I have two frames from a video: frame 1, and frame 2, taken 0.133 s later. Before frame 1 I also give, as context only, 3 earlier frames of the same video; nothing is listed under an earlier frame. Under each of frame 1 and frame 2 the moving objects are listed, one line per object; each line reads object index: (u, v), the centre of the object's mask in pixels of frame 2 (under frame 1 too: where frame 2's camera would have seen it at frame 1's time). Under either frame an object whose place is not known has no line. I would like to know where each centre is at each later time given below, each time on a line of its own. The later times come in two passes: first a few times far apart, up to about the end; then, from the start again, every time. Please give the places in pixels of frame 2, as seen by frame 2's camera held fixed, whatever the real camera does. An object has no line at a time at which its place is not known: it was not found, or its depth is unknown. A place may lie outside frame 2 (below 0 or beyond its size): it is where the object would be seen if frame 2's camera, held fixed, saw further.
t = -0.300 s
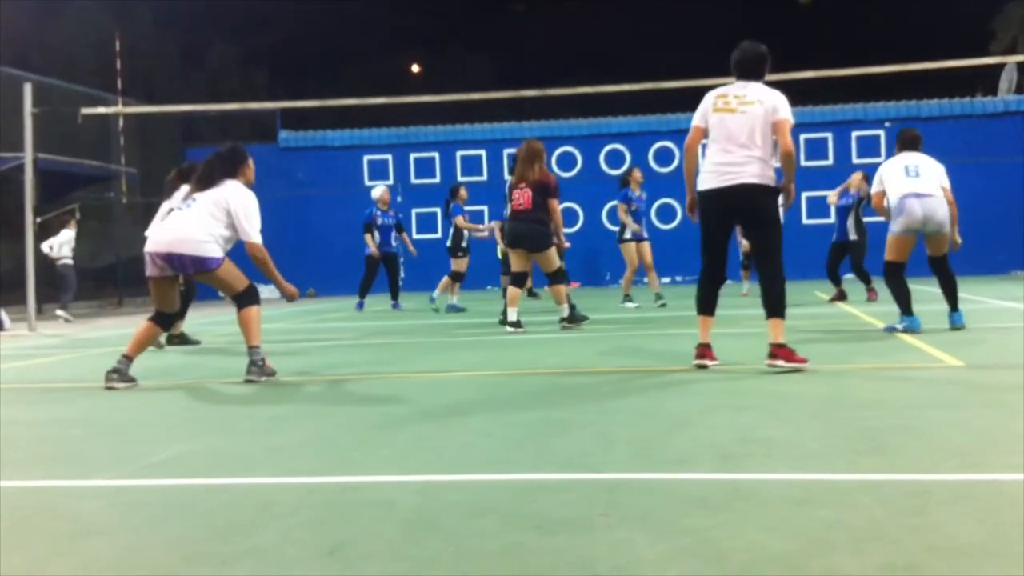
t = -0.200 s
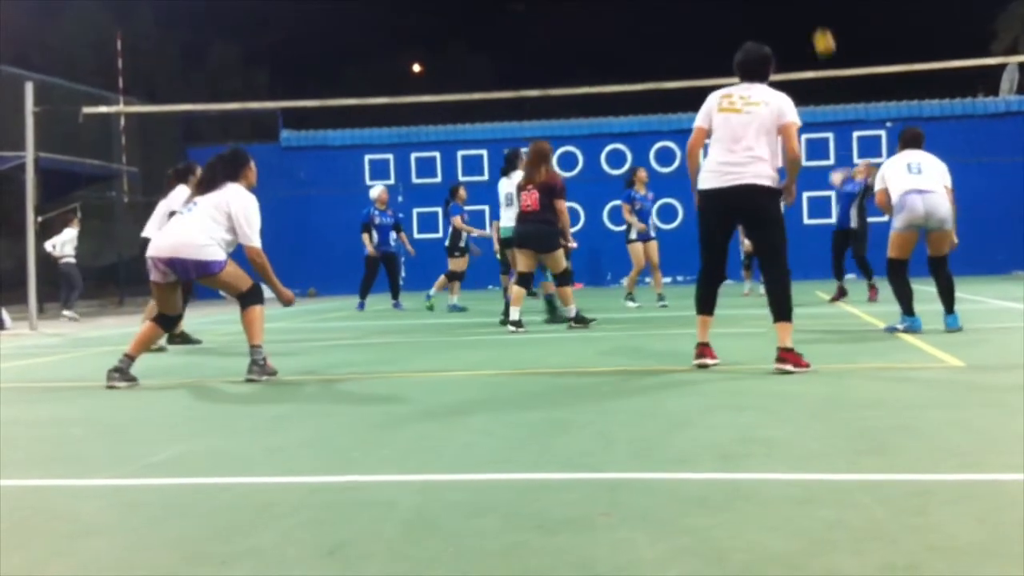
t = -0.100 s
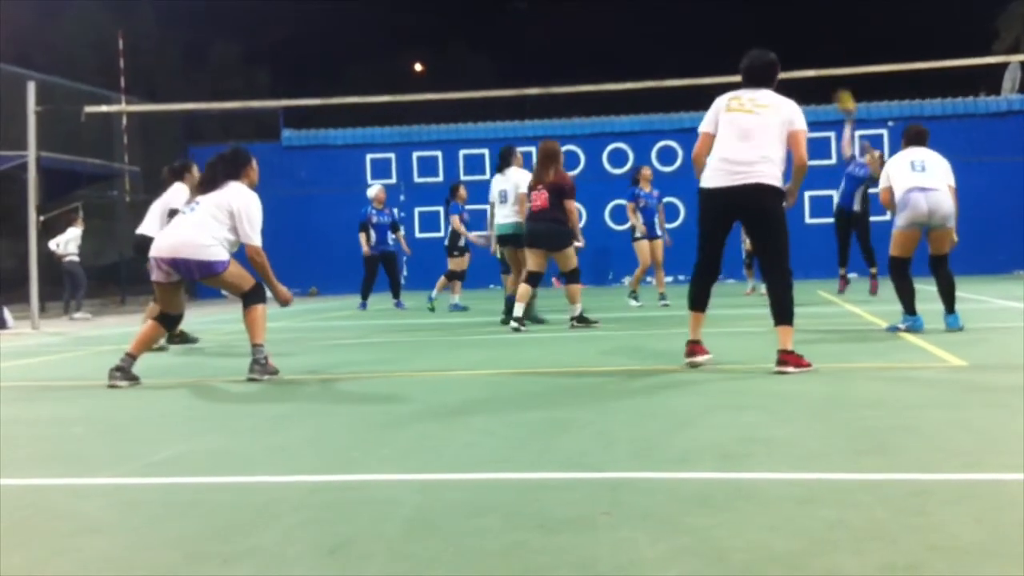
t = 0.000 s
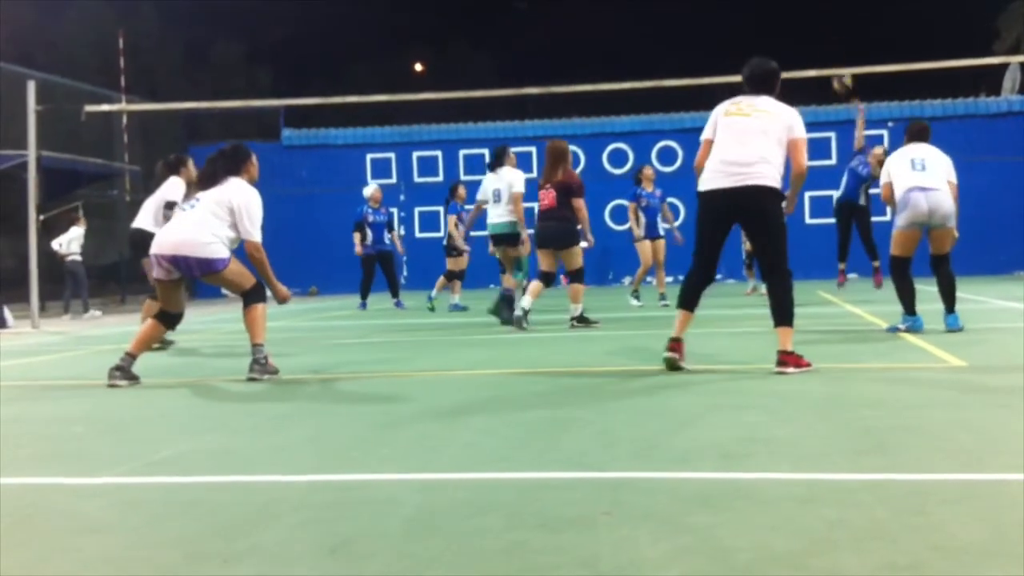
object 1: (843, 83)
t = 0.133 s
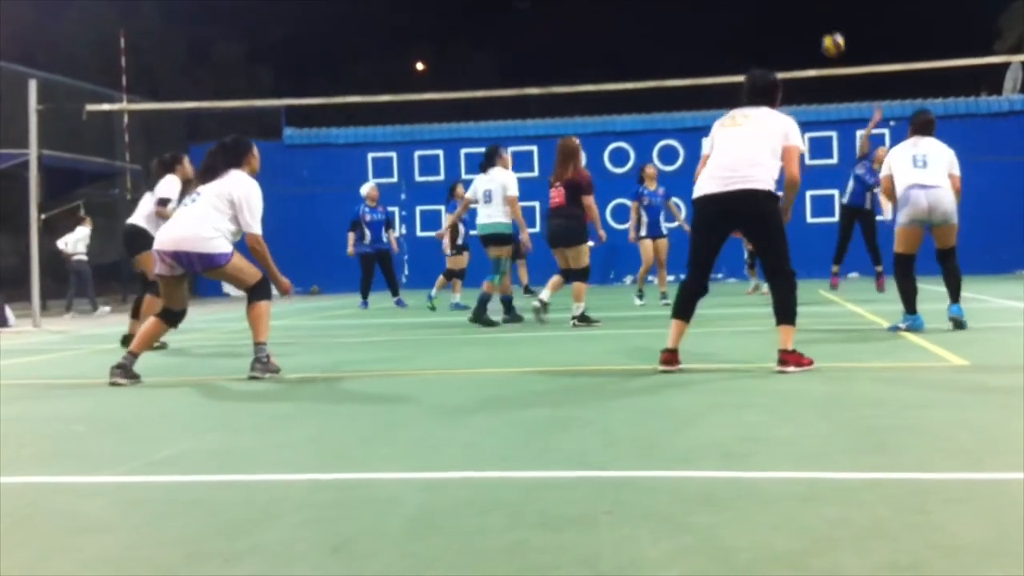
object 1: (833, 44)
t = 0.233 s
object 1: (824, 26)
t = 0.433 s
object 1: (803, 19)
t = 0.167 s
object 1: (830, 36)
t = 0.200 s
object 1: (827, 29)
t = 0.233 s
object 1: (824, 26)
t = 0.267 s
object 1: (821, 22)
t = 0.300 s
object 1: (818, 18)
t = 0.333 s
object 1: (814, 16)
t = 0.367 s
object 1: (810, 17)
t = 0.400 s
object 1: (806, 18)
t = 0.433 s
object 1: (803, 19)
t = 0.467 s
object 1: (798, 23)
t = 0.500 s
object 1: (792, 30)
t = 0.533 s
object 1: (788, 38)
